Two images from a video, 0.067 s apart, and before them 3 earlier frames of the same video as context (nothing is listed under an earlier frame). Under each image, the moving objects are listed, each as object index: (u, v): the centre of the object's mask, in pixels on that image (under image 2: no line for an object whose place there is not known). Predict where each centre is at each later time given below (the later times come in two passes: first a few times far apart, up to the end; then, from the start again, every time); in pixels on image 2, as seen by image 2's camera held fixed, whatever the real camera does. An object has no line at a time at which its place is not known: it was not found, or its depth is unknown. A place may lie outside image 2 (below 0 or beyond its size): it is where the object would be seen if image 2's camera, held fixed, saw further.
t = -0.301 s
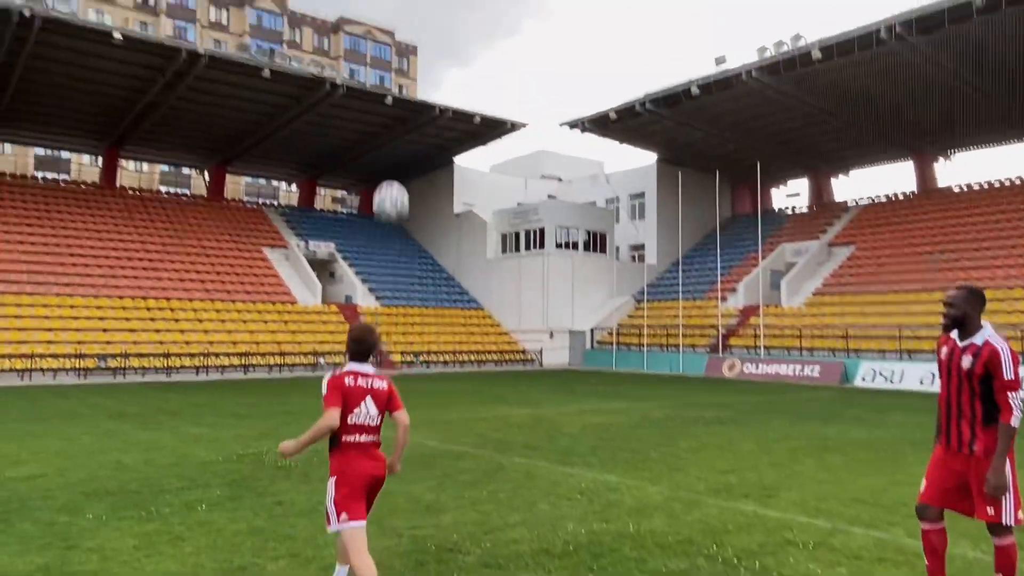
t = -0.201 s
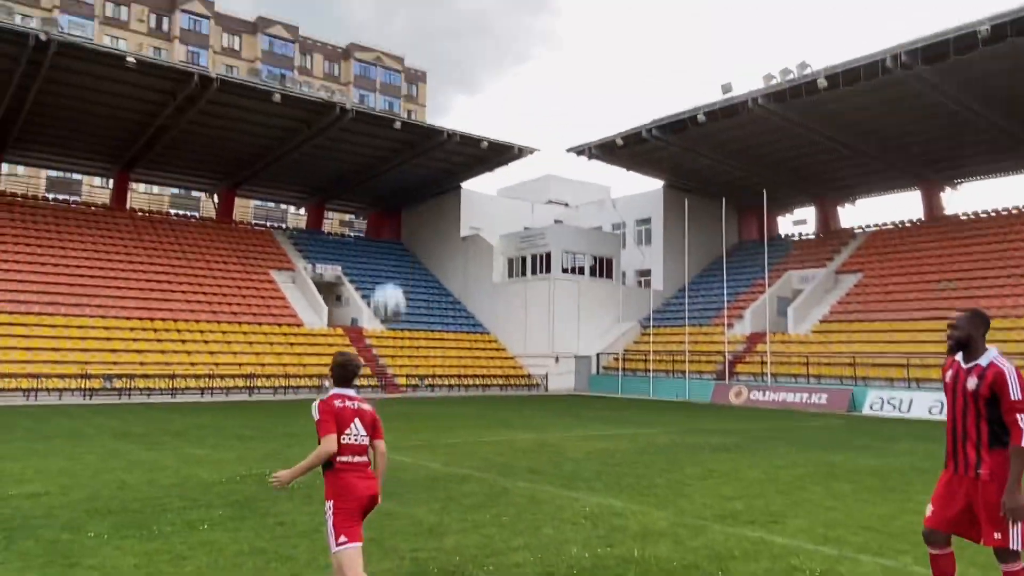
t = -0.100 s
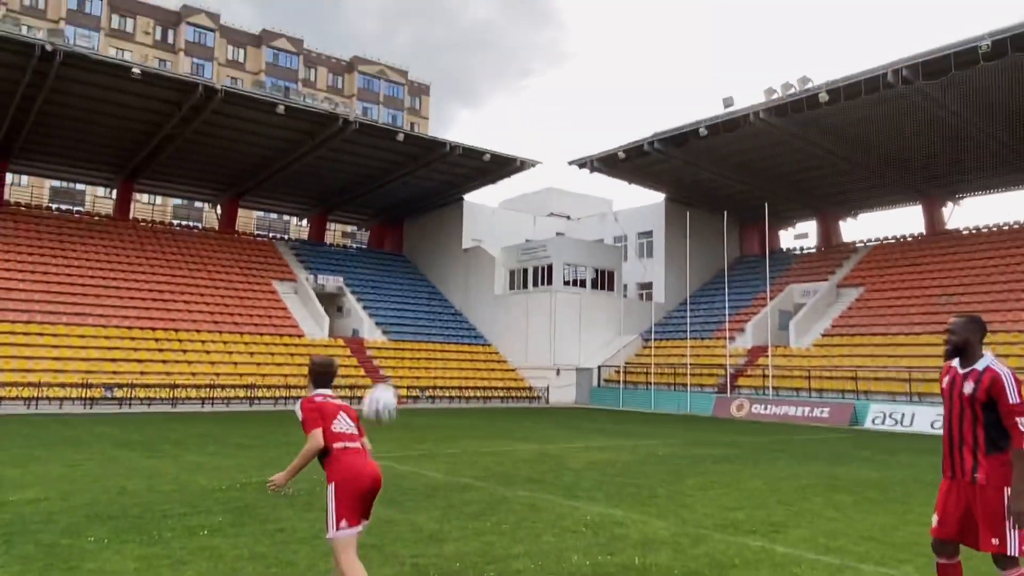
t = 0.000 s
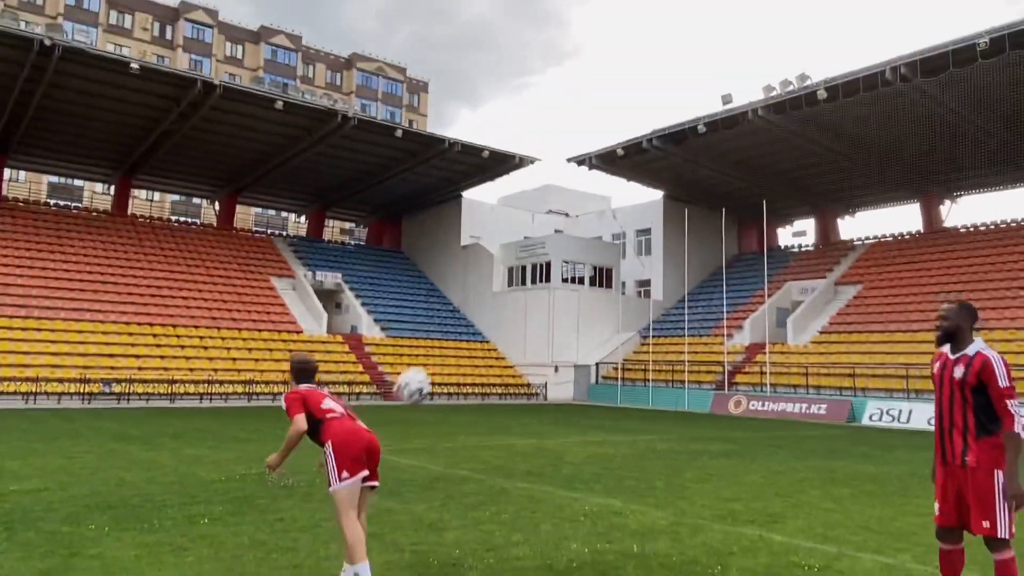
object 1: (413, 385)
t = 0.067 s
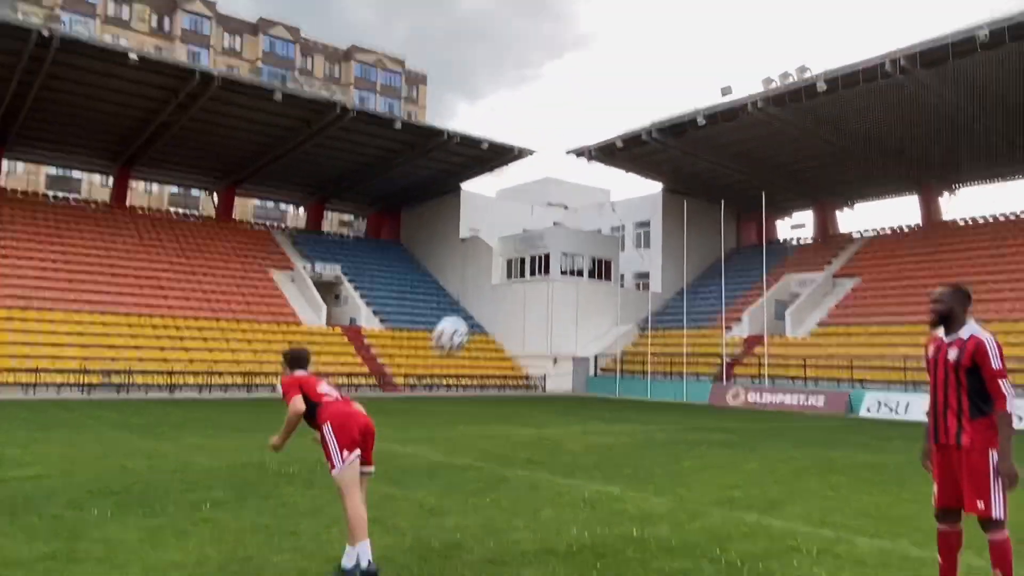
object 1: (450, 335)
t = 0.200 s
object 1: (525, 274)
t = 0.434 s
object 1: (651, 245)
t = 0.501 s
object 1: (686, 255)
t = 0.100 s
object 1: (469, 316)
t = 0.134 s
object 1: (489, 301)
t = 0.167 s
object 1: (506, 288)
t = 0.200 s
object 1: (525, 274)
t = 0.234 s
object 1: (544, 264)
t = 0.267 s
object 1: (562, 256)
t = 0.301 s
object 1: (580, 251)
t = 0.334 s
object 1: (599, 246)
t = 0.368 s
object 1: (615, 244)
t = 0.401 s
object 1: (634, 244)
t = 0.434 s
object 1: (651, 245)
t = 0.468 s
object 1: (668, 250)
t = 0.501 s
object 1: (686, 255)
